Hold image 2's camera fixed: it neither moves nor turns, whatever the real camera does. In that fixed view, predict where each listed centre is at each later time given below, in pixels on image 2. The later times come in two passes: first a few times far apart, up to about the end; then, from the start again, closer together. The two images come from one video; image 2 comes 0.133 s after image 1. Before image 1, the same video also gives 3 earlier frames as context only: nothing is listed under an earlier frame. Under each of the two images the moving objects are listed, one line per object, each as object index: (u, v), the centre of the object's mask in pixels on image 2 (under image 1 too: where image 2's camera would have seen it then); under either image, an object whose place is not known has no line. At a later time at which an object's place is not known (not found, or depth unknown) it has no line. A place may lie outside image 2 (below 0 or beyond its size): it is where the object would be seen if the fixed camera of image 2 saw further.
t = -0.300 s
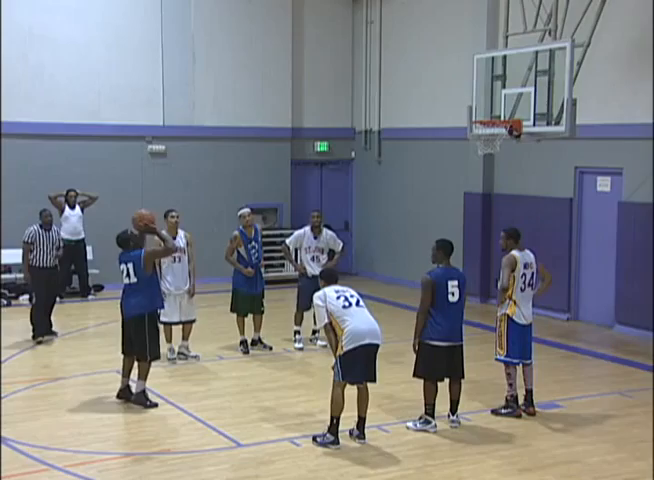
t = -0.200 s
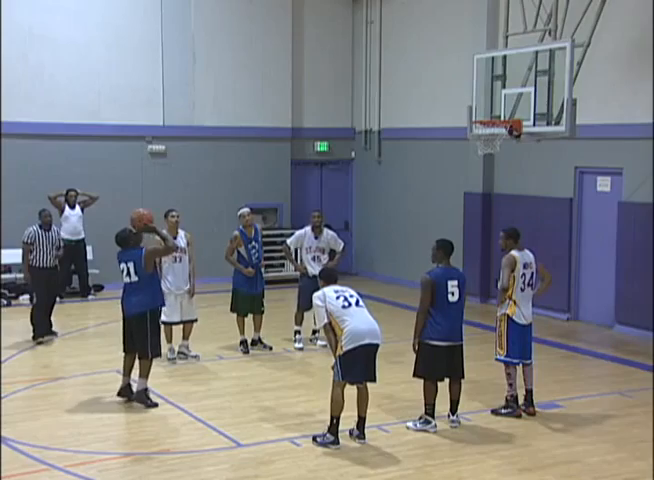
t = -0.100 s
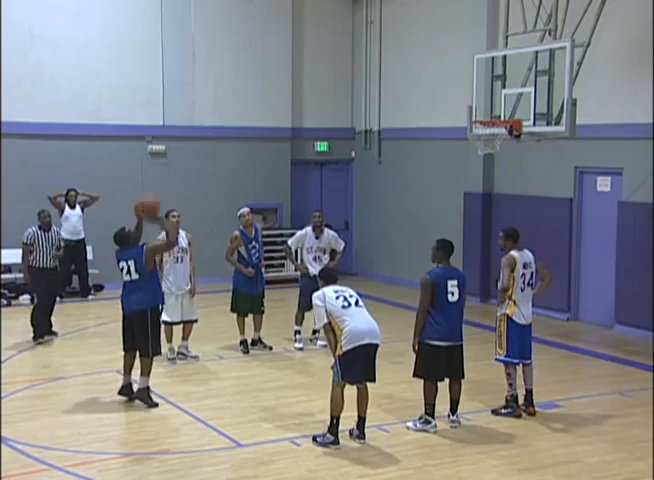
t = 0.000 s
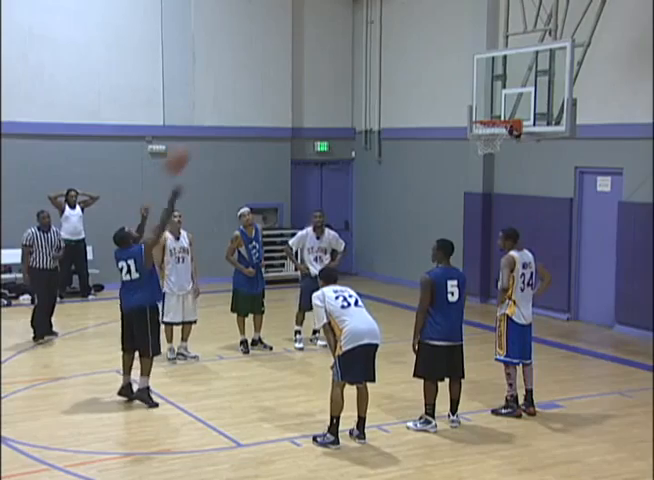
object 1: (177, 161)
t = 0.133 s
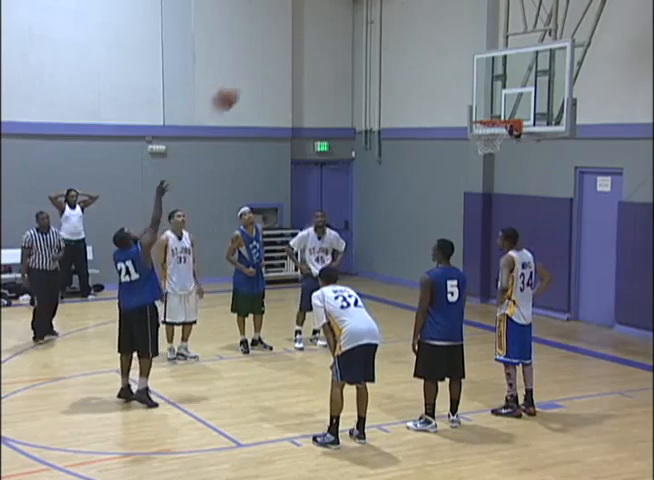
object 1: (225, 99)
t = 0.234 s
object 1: (261, 66)
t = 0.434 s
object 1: (328, 27)
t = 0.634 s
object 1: (389, 26)
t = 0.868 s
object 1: (454, 67)
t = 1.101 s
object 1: (492, 134)
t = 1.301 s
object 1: (488, 137)
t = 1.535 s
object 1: (496, 166)
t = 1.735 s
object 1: (499, 217)
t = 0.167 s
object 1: (237, 87)
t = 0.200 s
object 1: (249, 76)
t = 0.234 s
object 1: (261, 66)
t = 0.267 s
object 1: (272, 57)
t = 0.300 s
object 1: (284, 49)
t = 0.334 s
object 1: (295, 41)
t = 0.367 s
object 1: (306, 35)
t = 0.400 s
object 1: (317, 30)
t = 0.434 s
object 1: (328, 27)
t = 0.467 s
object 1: (339, 24)
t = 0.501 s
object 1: (348, 23)
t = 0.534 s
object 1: (359, 22)
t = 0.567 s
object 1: (369, 23)
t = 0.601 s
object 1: (379, 24)
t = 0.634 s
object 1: (389, 26)
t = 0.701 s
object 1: (408, 34)
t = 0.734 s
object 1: (418, 39)
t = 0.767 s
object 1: (428, 45)
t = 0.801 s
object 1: (436, 51)
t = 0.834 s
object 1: (445, 59)
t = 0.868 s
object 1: (454, 67)
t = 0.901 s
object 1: (462, 75)
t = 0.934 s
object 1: (470, 85)
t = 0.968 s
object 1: (479, 95)
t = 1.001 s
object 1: (487, 107)
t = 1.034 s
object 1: (496, 117)
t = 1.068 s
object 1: (495, 125)
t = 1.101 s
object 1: (492, 134)
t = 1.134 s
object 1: (490, 136)
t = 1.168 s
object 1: (488, 134)
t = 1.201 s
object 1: (488, 132)
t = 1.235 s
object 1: (488, 132)
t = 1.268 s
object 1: (488, 135)
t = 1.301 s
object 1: (488, 137)
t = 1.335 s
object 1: (489, 140)
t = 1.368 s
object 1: (490, 143)
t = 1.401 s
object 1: (490, 144)
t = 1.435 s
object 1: (491, 146)
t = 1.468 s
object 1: (492, 148)
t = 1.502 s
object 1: (495, 160)
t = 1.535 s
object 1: (496, 166)
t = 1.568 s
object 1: (497, 172)
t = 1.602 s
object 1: (497, 180)
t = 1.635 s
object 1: (497, 187)
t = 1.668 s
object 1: (497, 198)
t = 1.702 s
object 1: (498, 208)
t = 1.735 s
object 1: (499, 217)
